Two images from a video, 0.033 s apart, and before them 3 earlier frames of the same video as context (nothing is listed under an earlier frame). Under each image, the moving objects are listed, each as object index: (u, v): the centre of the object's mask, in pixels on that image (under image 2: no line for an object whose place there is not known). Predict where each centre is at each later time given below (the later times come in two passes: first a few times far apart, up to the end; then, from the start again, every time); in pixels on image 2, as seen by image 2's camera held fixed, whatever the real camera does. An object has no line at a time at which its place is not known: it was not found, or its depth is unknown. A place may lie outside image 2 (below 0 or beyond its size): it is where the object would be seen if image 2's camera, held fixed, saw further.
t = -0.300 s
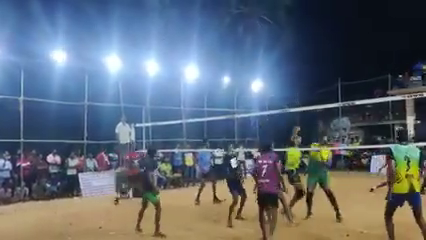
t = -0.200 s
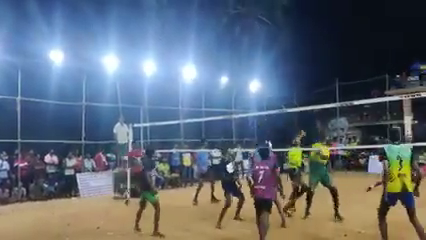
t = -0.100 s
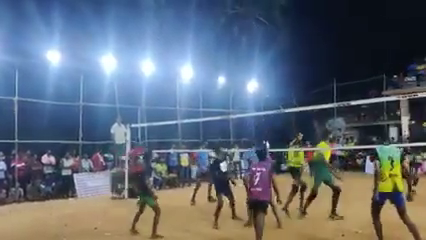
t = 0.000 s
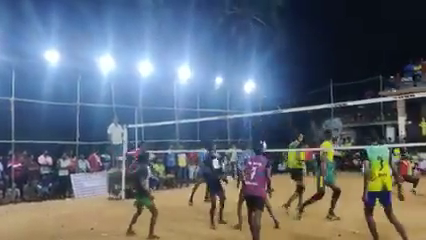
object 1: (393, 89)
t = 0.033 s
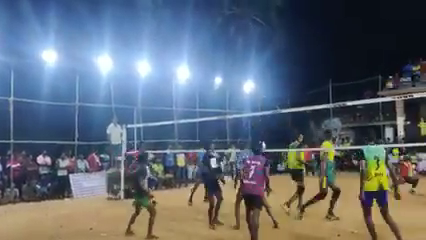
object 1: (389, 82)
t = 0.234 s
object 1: (379, 53)
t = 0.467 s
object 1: (368, 32)
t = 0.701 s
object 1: (359, 27)
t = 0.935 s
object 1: (351, 36)
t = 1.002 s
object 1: (349, 41)
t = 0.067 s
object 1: (387, 78)
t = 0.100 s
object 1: (385, 72)
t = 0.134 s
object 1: (384, 67)
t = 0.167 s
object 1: (382, 62)
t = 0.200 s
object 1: (381, 57)
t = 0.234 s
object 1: (379, 53)
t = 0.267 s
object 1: (377, 49)
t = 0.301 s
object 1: (375, 45)
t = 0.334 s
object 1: (374, 42)
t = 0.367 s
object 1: (372, 39)
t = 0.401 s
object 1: (372, 36)
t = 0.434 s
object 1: (370, 34)
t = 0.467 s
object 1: (368, 32)
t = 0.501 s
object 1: (367, 31)
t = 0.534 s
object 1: (365, 29)
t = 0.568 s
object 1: (363, 28)
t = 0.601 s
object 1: (363, 27)
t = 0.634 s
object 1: (361, 27)
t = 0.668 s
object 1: (360, 27)
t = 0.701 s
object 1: (359, 27)
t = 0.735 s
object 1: (358, 27)
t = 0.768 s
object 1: (357, 28)
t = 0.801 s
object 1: (355, 29)
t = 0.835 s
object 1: (354, 30)
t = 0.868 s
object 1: (352, 29)
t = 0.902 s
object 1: (352, 32)
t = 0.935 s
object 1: (351, 36)
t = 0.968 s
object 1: (350, 38)
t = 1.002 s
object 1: (349, 41)
